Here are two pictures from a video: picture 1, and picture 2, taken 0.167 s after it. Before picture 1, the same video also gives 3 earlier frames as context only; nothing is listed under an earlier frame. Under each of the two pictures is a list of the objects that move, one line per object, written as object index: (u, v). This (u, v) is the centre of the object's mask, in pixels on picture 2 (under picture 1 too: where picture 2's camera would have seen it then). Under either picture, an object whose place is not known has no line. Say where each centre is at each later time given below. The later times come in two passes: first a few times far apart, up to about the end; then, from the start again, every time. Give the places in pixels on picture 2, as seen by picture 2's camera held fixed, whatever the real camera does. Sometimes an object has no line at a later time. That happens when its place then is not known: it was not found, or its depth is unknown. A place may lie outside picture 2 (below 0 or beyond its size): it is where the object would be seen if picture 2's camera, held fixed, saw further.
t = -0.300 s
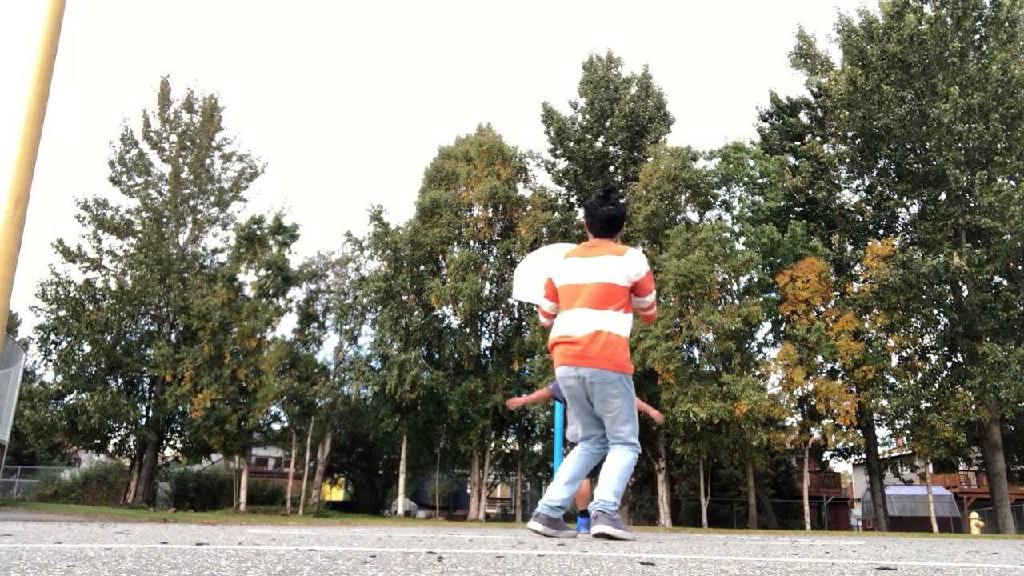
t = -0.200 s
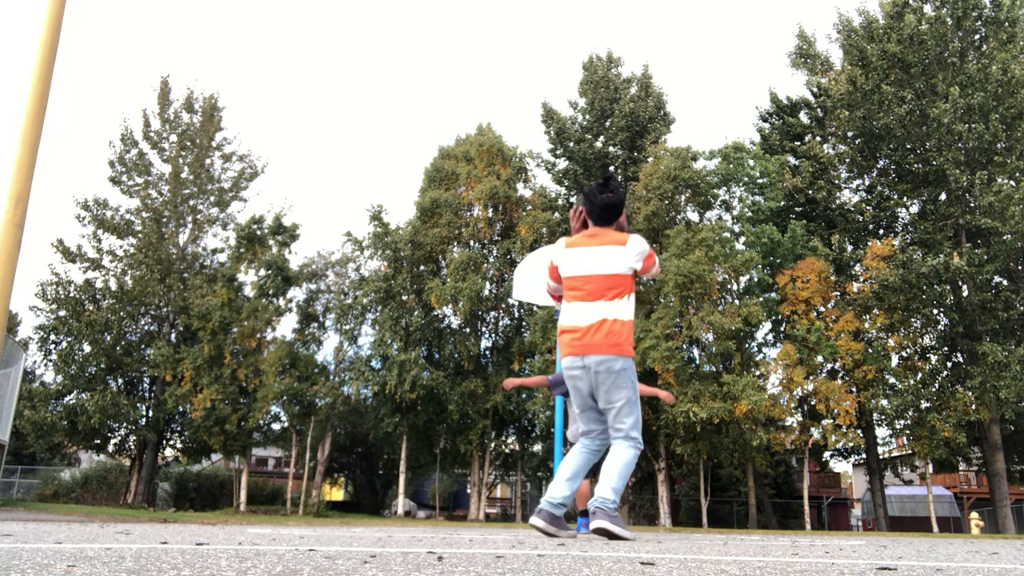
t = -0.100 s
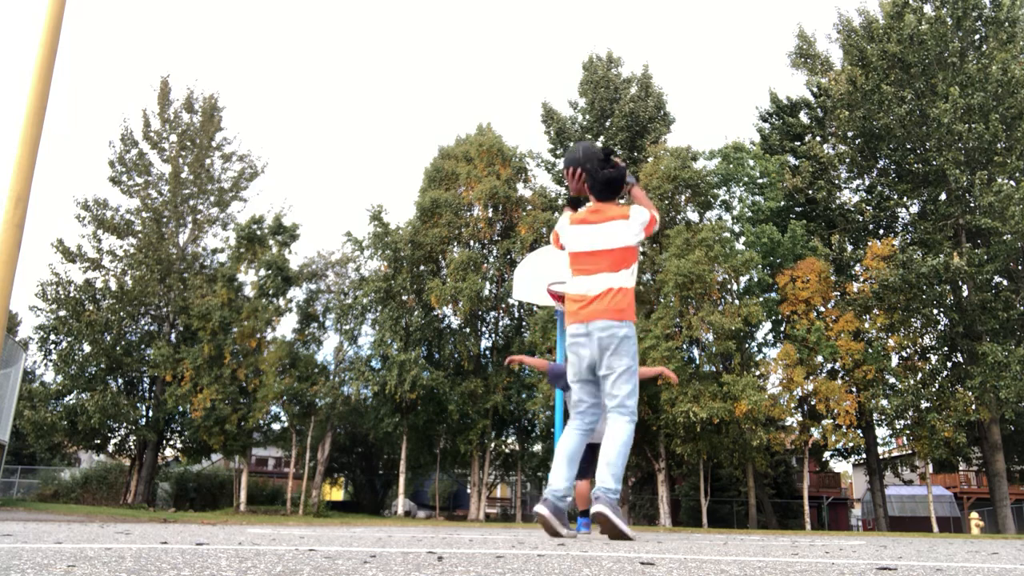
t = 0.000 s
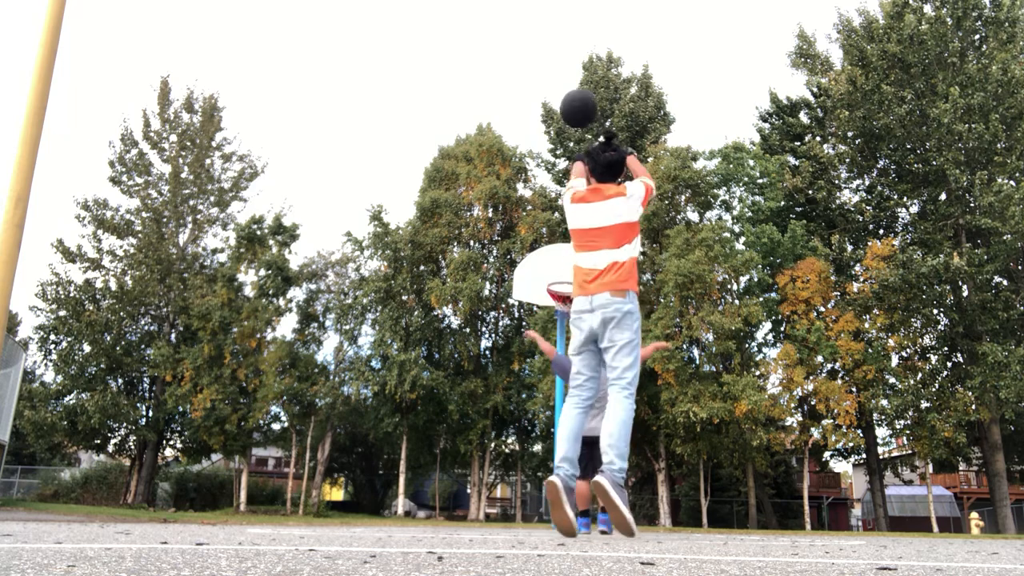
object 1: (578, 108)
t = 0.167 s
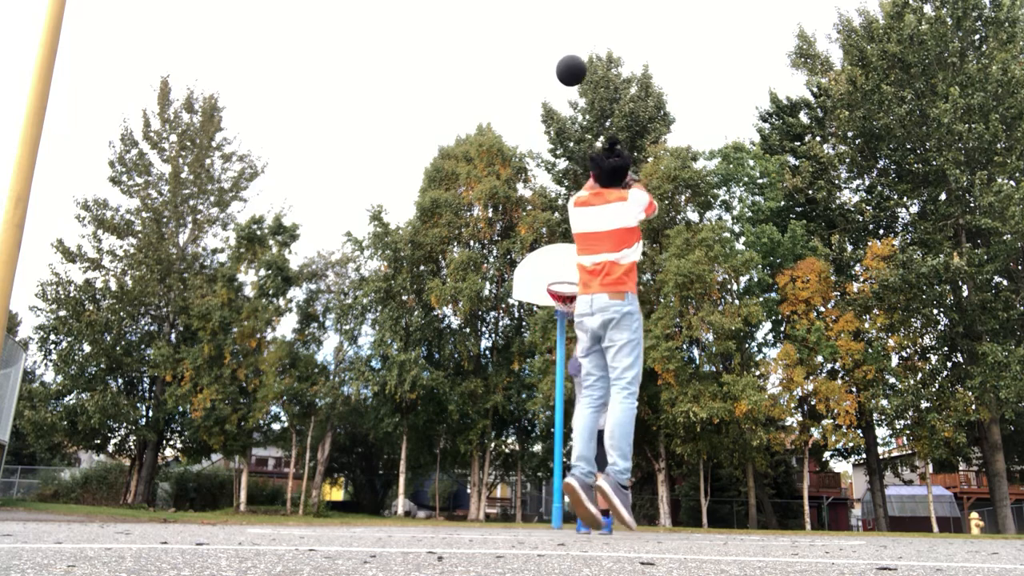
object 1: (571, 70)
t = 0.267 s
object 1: (568, 68)
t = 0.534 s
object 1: (561, 105)
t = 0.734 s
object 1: (556, 159)
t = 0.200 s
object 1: (570, 68)
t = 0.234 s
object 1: (569, 68)
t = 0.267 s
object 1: (568, 68)
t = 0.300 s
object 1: (567, 70)
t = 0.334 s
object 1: (566, 72)
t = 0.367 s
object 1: (565, 76)
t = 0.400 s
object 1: (564, 80)
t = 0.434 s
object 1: (563, 85)
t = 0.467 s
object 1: (562, 91)
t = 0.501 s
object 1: (561, 98)
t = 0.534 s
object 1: (561, 105)
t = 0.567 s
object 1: (560, 113)
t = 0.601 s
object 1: (559, 121)
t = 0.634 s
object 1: (558, 130)
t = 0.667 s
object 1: (558, 138)
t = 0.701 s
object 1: (557, 148)
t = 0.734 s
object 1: (556, 159)
